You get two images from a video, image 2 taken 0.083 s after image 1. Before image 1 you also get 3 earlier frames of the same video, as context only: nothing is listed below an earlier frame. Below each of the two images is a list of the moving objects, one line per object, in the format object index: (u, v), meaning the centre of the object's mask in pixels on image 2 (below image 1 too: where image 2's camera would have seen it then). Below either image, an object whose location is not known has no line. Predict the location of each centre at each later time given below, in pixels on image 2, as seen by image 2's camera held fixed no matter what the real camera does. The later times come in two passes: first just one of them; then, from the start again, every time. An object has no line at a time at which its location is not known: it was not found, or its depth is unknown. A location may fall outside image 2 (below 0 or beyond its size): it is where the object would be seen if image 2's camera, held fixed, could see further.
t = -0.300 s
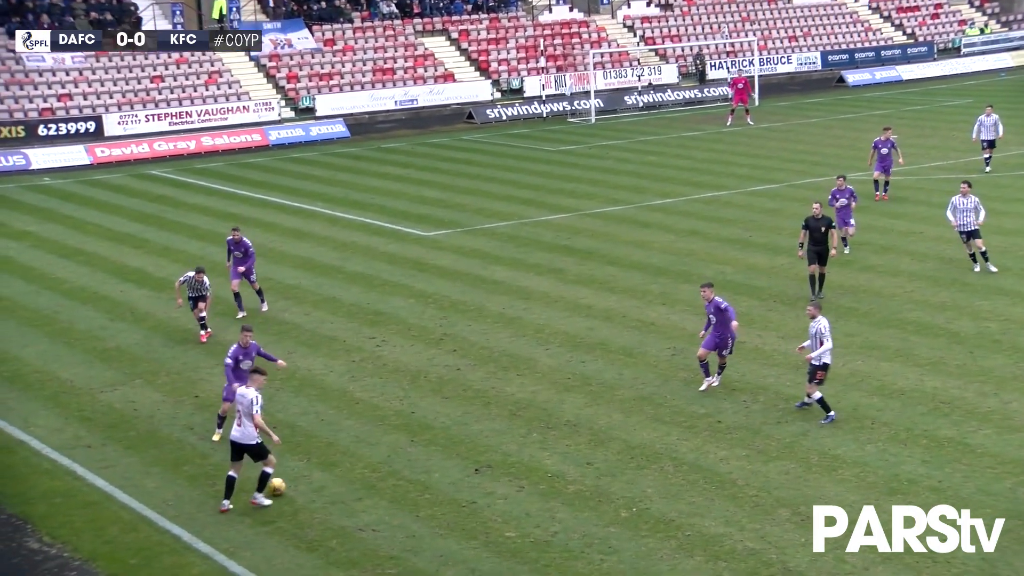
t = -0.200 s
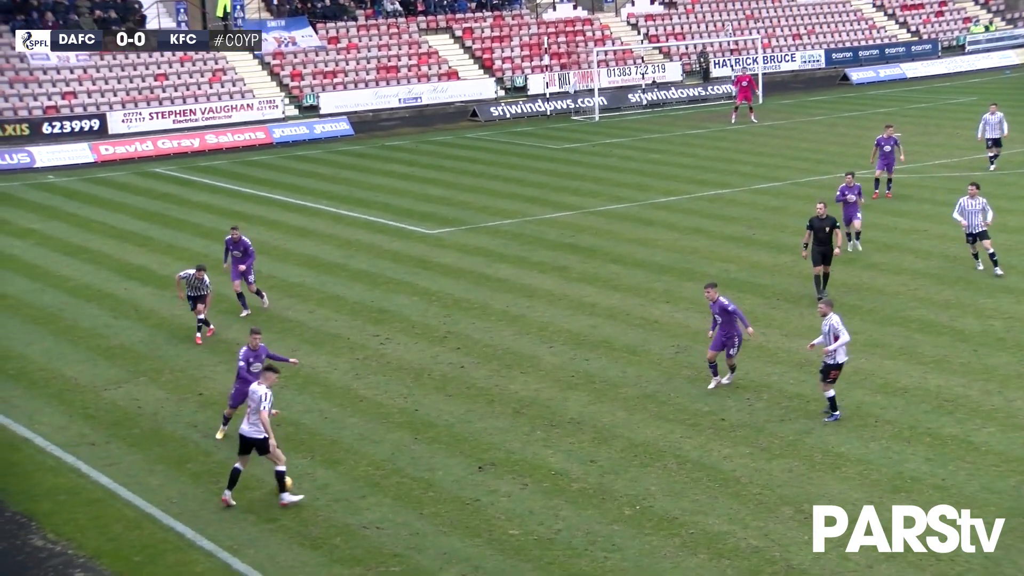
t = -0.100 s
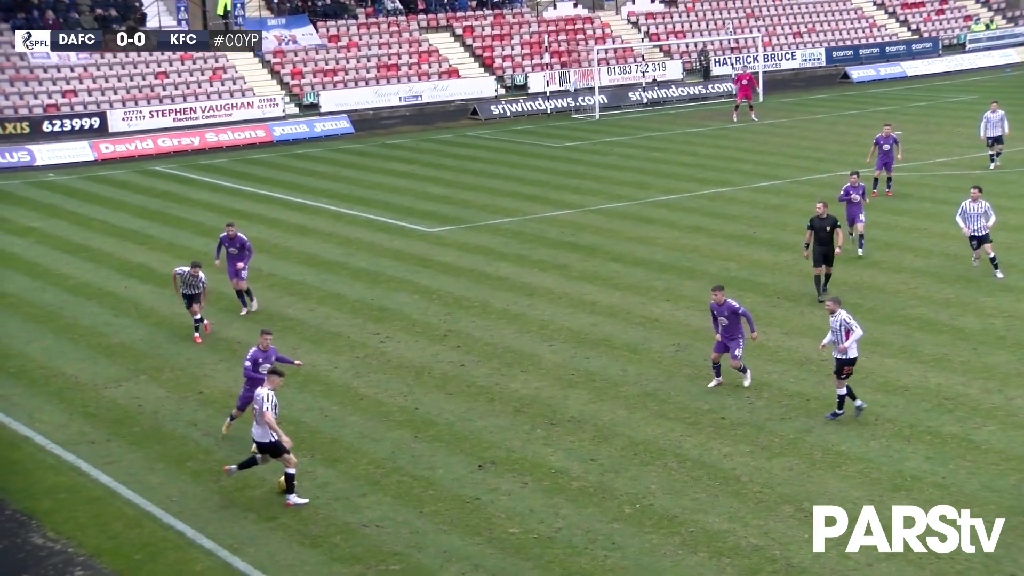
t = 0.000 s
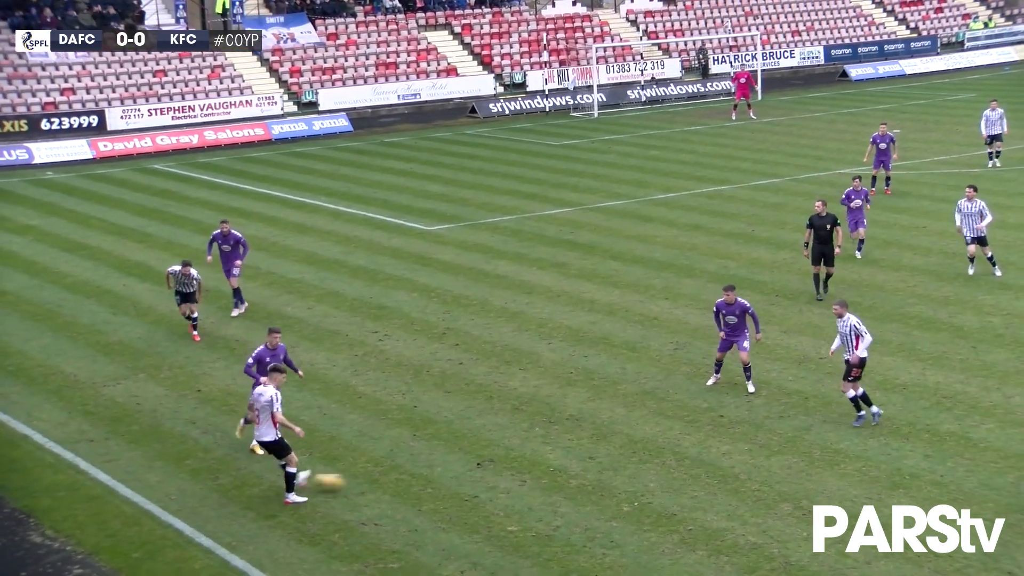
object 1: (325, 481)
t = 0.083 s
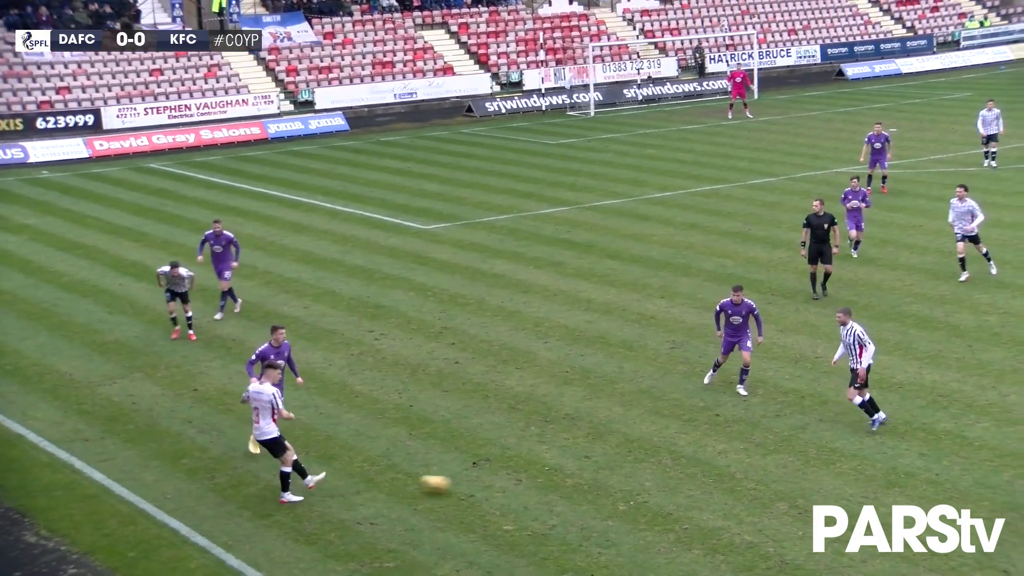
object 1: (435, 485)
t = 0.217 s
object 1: (605, 490)
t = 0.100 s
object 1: (457, 486)
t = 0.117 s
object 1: (479, 487)
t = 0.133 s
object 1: (501, 488)
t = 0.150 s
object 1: (522, 488)
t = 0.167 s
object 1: (542, 489)
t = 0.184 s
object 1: (564, 489)
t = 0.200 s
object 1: (585, 490)
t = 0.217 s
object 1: (605, 490)
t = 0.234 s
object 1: (626, 492)
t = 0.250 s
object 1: (647, 493)
